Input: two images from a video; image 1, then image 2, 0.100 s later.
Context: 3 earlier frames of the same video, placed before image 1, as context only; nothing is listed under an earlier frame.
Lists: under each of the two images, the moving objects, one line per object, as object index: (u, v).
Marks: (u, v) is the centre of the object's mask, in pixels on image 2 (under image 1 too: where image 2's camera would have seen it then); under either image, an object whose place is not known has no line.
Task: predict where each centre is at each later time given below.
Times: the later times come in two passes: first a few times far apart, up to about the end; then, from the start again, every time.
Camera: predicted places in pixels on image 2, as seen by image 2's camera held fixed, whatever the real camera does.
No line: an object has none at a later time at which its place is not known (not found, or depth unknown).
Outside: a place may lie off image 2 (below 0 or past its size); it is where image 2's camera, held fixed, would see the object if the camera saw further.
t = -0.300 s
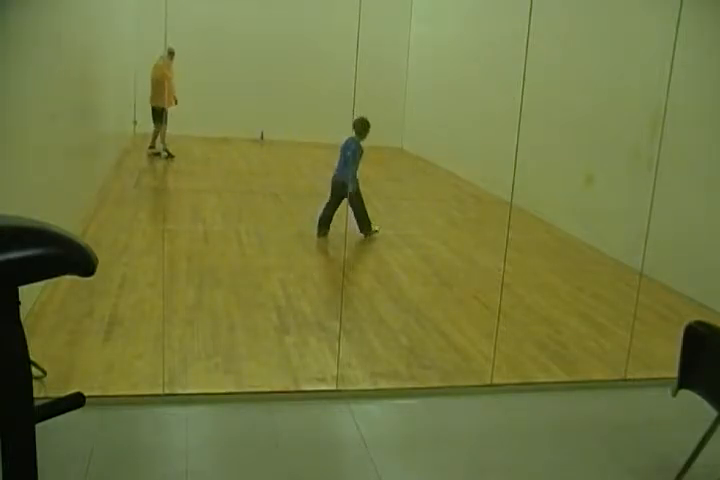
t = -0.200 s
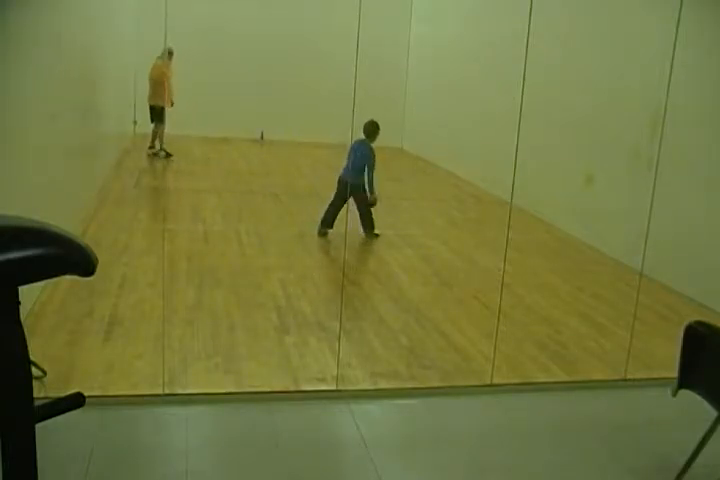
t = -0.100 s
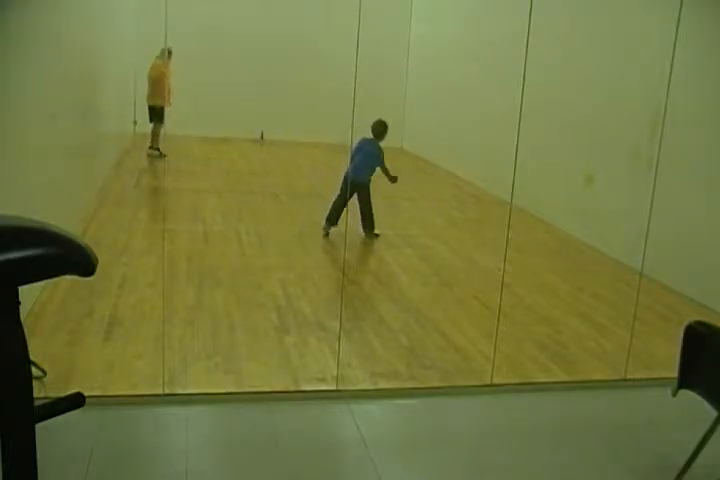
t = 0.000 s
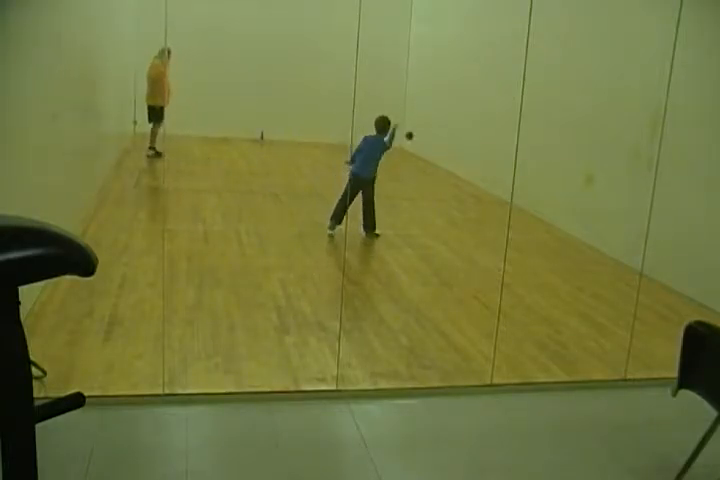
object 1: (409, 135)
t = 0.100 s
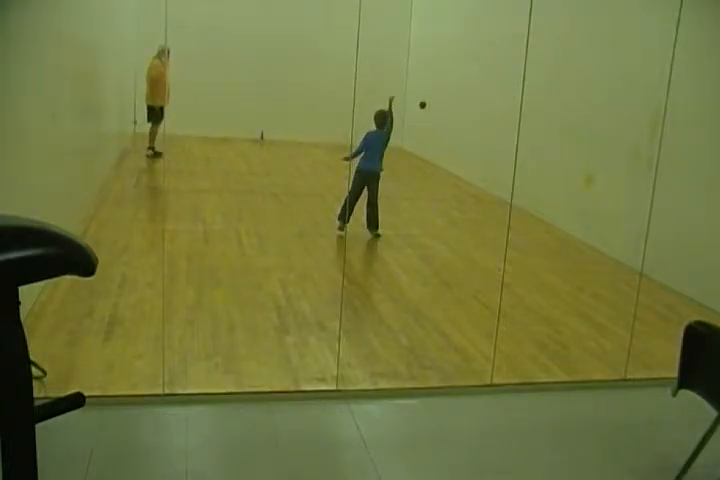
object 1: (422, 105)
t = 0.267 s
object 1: (440, 78)
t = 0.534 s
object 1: (460, 86)
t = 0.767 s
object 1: (470, 129)
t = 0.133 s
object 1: (426, 97)
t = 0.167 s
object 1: (430, 91)
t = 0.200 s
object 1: (434, 85)
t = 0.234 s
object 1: (437, 81)
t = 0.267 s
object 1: (440, 78)
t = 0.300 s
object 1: (443, 76)
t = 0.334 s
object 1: (446, 75)
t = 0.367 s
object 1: (449, 75)
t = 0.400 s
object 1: (451, 75)
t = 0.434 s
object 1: (453, 76)
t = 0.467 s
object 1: (455, 79)
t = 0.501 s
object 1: (458, 82)
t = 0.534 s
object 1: (460, 86)
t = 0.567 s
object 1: (461, 90)
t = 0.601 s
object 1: (464, 96)
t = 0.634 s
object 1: (465, 101)
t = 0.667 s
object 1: (466, 107)
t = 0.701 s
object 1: (468, 114)
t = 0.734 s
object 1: (469, 121)
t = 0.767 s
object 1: (470, 129)
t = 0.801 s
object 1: (472, 138)
